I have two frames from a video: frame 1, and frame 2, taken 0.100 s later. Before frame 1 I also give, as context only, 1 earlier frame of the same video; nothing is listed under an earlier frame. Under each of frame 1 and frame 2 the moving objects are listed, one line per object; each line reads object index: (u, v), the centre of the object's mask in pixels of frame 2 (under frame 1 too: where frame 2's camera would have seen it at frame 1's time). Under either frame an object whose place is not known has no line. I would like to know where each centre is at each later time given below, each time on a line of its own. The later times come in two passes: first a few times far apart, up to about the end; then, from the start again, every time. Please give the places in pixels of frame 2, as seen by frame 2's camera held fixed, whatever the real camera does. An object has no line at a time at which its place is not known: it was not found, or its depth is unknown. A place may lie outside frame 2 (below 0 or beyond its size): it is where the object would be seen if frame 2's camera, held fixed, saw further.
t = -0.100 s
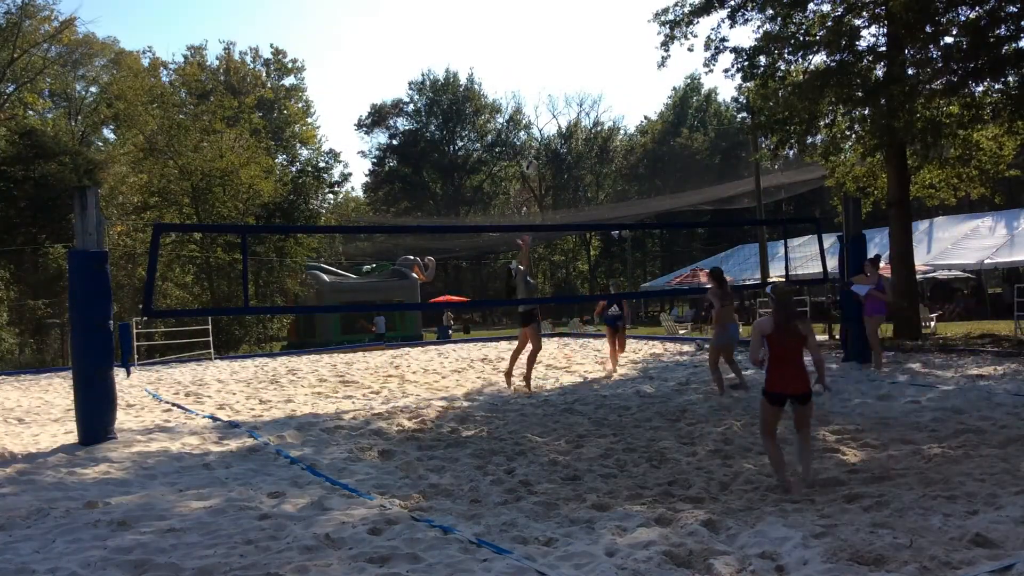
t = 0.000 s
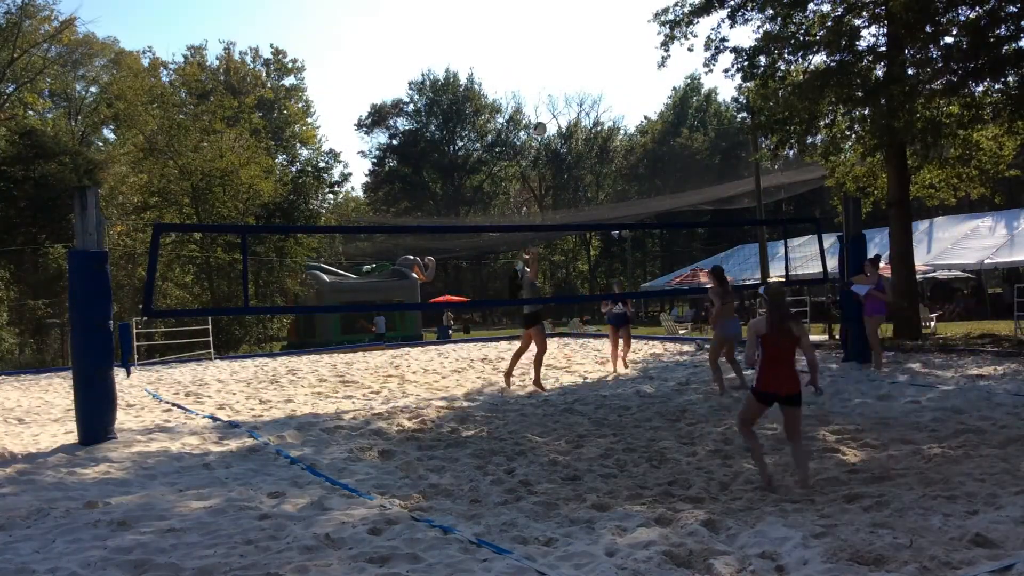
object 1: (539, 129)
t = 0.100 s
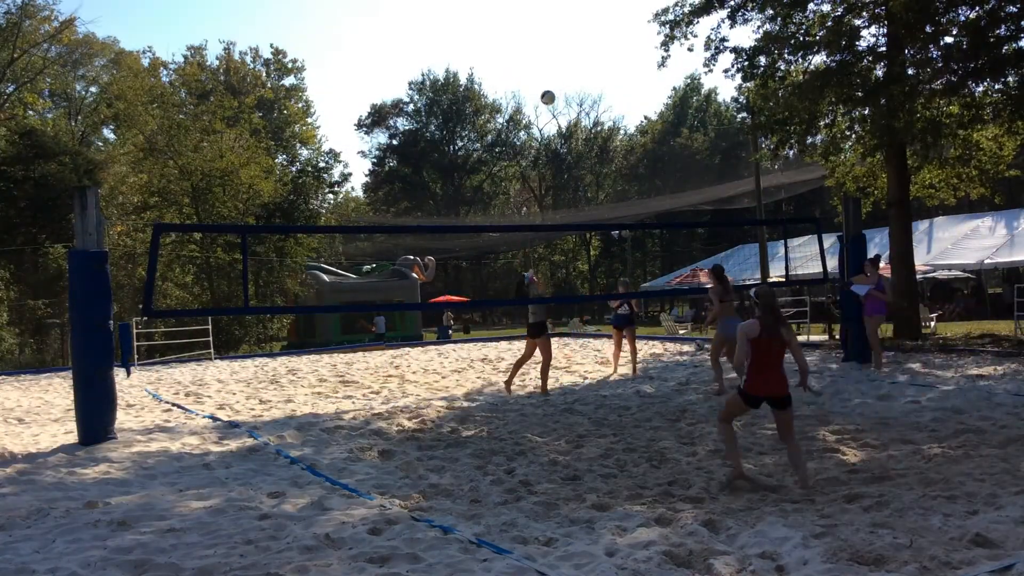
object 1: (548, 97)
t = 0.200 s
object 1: (556, 73)
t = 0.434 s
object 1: (576, 43)
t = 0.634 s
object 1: (594, 46)
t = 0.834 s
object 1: (614, 76)
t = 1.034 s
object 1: (633, 132)
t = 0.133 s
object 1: (550, 89)
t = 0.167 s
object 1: (553, 81)
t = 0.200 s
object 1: (556, 73)
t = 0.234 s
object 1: (559, 66)
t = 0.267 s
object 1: (561, 61)
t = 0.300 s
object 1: (564, 56)
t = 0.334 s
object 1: (567, 51)
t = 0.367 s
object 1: (570, 48)
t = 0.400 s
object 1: (573, 45)
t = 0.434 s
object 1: (576, 43)
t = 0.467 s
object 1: (579, 41)
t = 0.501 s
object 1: (582, 41)
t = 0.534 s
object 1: (585, 41)
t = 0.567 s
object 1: (588, 42)
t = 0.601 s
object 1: (591, 43)
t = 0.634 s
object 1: (594, 46)
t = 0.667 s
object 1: (597, 49)
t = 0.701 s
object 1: (601, 53)
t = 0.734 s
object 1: (604, 57)
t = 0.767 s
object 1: (607, 63)
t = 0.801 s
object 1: (610, 69)
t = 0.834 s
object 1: (614, 76)
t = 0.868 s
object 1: (617, 83)
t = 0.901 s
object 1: (620, 92)
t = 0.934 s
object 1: (623, 101)
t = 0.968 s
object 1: (627, 111)
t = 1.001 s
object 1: (630, 121)
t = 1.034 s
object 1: (633, 132)
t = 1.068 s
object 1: (637, 144)
